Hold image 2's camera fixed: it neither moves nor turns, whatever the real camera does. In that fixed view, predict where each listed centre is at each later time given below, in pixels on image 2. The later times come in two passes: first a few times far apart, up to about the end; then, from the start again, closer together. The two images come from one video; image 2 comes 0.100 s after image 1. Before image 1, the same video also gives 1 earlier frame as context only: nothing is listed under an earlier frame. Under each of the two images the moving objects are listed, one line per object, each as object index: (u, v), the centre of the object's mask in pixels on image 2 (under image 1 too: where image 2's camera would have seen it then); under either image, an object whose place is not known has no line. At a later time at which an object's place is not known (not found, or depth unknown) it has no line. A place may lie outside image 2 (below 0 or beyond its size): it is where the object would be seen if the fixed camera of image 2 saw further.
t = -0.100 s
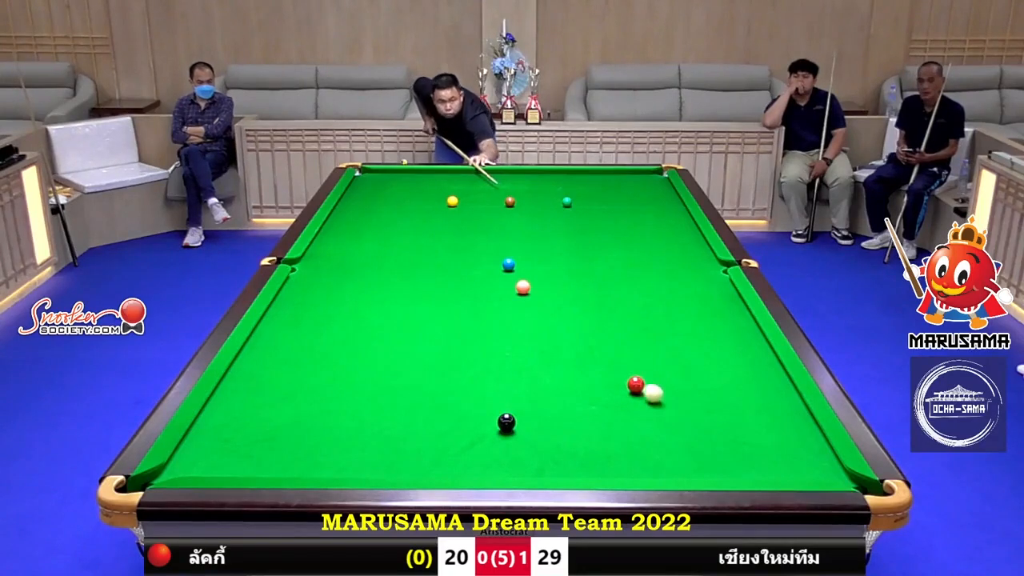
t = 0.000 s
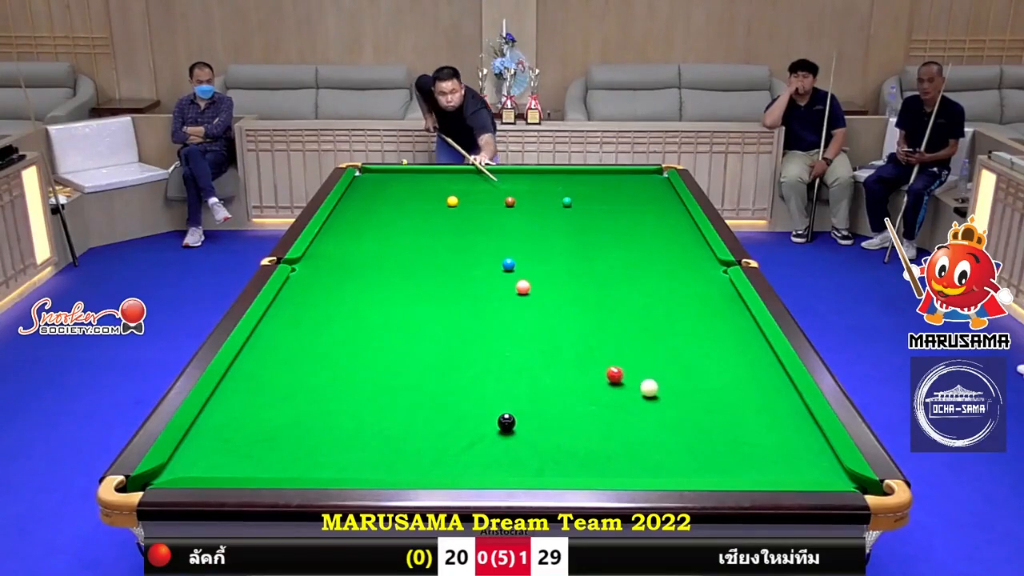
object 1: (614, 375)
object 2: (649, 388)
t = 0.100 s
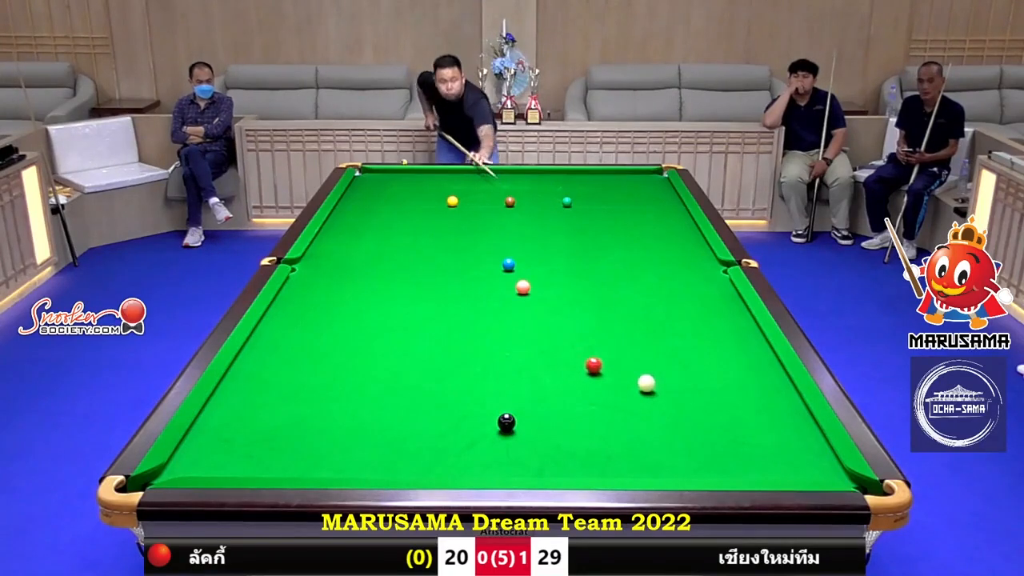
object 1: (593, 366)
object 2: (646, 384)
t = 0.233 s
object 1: (570, 355)
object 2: (642, 377)
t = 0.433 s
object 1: (538, 341)
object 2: (636, 369)
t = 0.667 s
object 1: (507, 327)
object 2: (630, 360)
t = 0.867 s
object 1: (480, 315)
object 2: (625, 353)
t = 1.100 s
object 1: (452, 302)
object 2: (619, 346)
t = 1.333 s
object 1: (426, 290)
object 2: (614, 339)
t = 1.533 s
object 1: (407, 281)
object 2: (609, 334)
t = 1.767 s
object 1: (388, 272)
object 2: (605, 329)
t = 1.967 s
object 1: (371, 265)
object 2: (602, 325)
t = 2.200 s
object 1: (353, 256)
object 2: (598, 321)
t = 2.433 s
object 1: (336, 248)
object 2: (595, 318)
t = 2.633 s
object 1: (323, 242)
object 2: (593, 315)
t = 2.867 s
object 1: (325, 237)
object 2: (590, 313)
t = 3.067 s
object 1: (336, 234)
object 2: (589, 312)
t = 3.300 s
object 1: (347, 229)
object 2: (588, 310)
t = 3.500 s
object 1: (356, 226)
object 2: (587, 309)
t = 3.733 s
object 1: (366, 222)
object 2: (587, 309)
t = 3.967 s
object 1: (374, 220)
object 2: (587, 309)
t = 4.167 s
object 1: (381, 217)
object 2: (587, 309)
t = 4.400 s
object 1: (388, 214)
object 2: (587, 309)
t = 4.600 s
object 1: (393, 212)
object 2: (587, 309)
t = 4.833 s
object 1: (399, 210)
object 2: (587, 309)
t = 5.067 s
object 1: (404, 208)
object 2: (587, 309)
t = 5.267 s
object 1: (407, 208)
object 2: (587, 309)
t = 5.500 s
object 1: (411, 206)
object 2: (587, 309)
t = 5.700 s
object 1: (414, 205)
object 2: (587, 309)
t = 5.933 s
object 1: (417, 204)
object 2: (587, 309)
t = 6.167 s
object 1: (419, 203)
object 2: (587, 309)
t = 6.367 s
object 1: (420, 203)
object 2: (587, 309)
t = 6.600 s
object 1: (421, 202)
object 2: (587, 309)
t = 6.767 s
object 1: (421, 202)
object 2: (587, 309)
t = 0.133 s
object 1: (586, 363)
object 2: (645, 382)
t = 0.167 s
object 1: (583, 361)
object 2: (644, 381)
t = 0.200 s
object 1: (576, 358)
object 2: (643, 379)
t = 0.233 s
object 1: (570, 355)
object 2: (642, 377)
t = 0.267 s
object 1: (566, 354)
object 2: (641, 376)
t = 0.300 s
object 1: (560, 351)
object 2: (640, 374)
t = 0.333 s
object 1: (553, 347)
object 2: (639, 373)
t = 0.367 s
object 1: (550, 346)
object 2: (638, 372)
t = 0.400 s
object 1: (544, 343)
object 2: (637, 370)
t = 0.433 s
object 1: (538, 341)
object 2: (636, 369)
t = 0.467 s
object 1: (535, 339)
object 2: (635, 368)
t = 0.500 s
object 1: (529, 337)
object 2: (634, 366)
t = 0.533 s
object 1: (523, 334)
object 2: (633, 365)
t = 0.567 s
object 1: (520, 333)
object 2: (632, 364)
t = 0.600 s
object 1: (515, 330)
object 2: (631, 363)
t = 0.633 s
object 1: (509, 328)
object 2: (630, 361)
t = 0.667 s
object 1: (507, 327)
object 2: (630, 360)
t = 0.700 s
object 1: (501, 324)
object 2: (629, 359)
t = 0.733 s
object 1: (496, 322)
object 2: (627, 357)
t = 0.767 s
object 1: (493, 320)
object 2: (627, 357)
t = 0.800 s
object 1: (488, 318)
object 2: (626, 355)
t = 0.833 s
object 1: (483, 316)
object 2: (625, 354)
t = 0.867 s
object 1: (480, 315)
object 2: (625, 353)
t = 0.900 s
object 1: (475, 312)
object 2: (624, 352)
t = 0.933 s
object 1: (471, 310)
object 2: (622, 351)
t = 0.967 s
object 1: (468, 309)
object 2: (622, 350)
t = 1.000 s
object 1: (463, 307)
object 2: (621, 349)
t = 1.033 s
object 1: (459, 305)
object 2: (620, 348)
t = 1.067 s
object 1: (456, 304)
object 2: (620, 347)
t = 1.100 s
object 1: (452, 302)
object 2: (619, 346)
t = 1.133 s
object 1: (448, 300)
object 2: (618, 345)
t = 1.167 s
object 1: (446, 299)
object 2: (617, 344)
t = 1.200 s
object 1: (441, 297)
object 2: (617, 343)
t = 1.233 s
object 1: (437, 295)
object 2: (616, 342)
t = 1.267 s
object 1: (435, 294)
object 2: (615, 341)
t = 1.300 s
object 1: (431, 292)
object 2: (614, 340)
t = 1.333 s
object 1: (426, 290)
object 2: (614, 339)
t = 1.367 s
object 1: (425, 289)
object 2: (613, 339)
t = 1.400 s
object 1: (421, 287)
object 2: (612, 338)
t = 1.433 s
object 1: (417, 286)
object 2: (611, 337)
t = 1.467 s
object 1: (415, 285)
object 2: (611, 336)
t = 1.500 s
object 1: (411, 283)
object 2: (610, 335)
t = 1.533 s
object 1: (407, 281)
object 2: (609, 334)
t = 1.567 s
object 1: (405, 280)
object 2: (609, 334)
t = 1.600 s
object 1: (402, 278)
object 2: (608, 333)
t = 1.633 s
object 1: (398, 277)
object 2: (607, 332)
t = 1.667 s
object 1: (396, 276)
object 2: (607, 332)
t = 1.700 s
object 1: (393, 274)
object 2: (606, 331)
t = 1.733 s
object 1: (389, 273)
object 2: (606, 330)
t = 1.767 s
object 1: (388, 272)
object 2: (605, 329)
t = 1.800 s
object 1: (384, 271)
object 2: (605, 329)
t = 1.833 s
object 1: (381, 269)
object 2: (604, 328)
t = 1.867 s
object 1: (379, 268)
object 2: (604, 327)
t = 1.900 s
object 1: (376, 267)
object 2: (603, 327)
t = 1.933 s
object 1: (373, 265)
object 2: (602, 326)
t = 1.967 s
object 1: (371, 265)
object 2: (602, 325)
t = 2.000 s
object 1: (368, 263)
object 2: (601, 325)
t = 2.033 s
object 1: (365, 262)
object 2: (601, 324)
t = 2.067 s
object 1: (363, 261)
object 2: (600, 324)
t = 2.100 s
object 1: (361, 260)
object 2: (600, 323)
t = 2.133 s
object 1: (357, 258)
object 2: (599, 322)
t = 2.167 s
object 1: (356, 257)
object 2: (599, 322)
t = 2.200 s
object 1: (353, 256)
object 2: (598, 321)
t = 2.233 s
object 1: (350, 255)
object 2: (598, 321)
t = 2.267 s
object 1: (349, 254)
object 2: (597, 320)
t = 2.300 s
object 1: (346, 253)
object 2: (597, 320)
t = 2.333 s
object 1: (343, 252)
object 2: (596, 319)
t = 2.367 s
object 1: (342, 251)
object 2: (596, 319)
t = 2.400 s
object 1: (339, 250)
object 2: (595, 318)
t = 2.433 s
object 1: (336, 248)
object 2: (595, 318)
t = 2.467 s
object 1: (335, 248)
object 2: (595, 318)
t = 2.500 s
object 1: (332, 246)
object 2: (594, 317)
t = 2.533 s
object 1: (330, 245)
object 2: (594, 317)
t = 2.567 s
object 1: (328, 245)
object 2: (593, 316)
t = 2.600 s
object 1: (326, 244)
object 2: (593, 316)
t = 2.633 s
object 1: (323, 242)
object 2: (593, 315)
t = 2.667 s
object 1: (322, 242)
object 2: (592, 315)
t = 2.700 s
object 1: (320, 241)
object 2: (592, 315)
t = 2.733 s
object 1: (318, 239)
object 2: (591, 314)
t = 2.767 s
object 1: (318, 239)
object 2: (591, 314)
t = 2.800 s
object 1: (321, 238)
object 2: (591, 314)
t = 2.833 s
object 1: (323, 238)
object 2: (591, 313)
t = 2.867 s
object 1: (325, 237)
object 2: (590, 313)
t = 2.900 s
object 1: (327, 237)
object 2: (590, 313)
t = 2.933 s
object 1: (329, 236)
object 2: (590, 312)
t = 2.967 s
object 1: (330, 235)
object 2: (590, 312)
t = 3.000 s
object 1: (332, 235)
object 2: (589, 312)
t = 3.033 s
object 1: (335, 234)
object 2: (589, 312)
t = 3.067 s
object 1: (336, 234)
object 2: (589, 312)
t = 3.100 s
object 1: (338, 233)
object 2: (589, 311)
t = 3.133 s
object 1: (340, 232)
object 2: (589, 311)
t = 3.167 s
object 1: (341, 232)
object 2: (588, 311)
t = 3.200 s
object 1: (343, 231)
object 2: (588, 311)
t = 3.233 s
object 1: (345, 230)
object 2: (588, 310)
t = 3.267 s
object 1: (346, 230)
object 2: (588, 310)
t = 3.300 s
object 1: (347, 229)
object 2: (588, 310)
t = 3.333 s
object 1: (349, 229)
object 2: (588, 310)
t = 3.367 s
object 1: (350, 228)
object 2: (587, 310)
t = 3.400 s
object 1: (352, 228)
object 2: (587, 310)
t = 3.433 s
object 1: (354, 227)
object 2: (587, 310)
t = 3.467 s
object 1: (355, 227)
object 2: (587, 310)
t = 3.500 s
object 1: (356, 226)
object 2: (587, 309)
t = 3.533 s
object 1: (358, 226)
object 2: (587, 310)
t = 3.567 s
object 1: (359, 225)
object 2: (587, 309)
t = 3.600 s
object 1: (360, 225)
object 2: (587, 309)
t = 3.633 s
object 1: (362, 224)
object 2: (587, 309)
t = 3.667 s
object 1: (363, 224)
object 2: (587, 309)
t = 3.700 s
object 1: (364, 223)
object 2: (587, 309)
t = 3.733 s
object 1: (366, 222)
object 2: (587, 309)
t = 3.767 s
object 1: (367, 222)
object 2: (587, 309)
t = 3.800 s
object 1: (368, 222)
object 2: (587, 309)
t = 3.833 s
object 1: (370, 221)
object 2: (587, 309)
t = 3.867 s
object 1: (370, 221)
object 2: (587, 309)
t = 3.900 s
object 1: (372, 220)
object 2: (587, 309)
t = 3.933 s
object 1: (373, 220)
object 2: (587, 309)
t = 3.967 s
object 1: (374, 220)
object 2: (587, 309)
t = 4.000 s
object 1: (375, 219)
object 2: (587, 309)
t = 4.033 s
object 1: (377, 218)
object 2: (587, 309)
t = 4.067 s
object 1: (377, 218)
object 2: (587, 309)
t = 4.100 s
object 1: (379, 218)
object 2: (587, 309)
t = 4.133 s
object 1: (380, 217)
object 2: (587, 309)
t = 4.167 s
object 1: (381, 217)
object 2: (587, 309)
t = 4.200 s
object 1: (382, 217)
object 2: (587, 309)
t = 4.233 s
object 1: (383, 216)
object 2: (587, 309)
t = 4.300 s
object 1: (385, 216)
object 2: (587, 309)
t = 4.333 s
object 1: (386, 215)
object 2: (587, 309)
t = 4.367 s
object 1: (386, 215)
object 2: (587, 309)
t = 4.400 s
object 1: (388, 214)
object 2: (587, 309)
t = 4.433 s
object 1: (389, 214)
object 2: (587, 309)
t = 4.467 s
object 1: (389, 214)
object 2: (587, 309)
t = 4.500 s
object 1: (390, 213)
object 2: (587, 309)
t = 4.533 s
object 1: (392, 213)
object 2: (587, 309)
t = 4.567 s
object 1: (392, 213)
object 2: (587, 309)
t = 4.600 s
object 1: (393, 212)
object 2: (587, 309)
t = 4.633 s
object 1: (394, 212)
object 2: (587, 309)
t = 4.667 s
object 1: (395, 212)
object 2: (587, 309)
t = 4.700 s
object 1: (396, 212)
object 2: (587, 309)
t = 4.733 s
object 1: (397, 211)
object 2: (587, 309)
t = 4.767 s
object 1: (397, 211)
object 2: (587, 309)
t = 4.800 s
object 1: (398, 211)
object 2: (587, 309)
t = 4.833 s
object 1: (399, 210)
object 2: (587, 309)
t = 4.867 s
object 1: (400, 210)
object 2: (587, 309)
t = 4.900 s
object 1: (400, 210)
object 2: (587, 309)
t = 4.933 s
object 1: (401, 210)
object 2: (587, 309)
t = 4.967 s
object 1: (402, 209)
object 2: (587, 309)
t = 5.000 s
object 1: (402, 209)
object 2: (587, 309)
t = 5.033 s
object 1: (403, 209)
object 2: (587, 309)
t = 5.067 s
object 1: (404, 208)
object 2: (587, 309)
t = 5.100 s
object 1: (405, 208)
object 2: (587, 309)
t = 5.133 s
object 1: (405, 208)
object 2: (587, 309)
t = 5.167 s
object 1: (406, 208)
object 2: (587, 309)
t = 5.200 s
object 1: (406, 208)
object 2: (587, 309)
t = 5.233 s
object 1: (407, 208)
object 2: (587, 309)
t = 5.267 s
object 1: (407, 208)
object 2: (587, 309)
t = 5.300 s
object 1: (408, 207)
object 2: (587, 309)
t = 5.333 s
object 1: (409, 207)
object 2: (587, 309)
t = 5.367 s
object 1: (409, 207)
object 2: (587, 309)
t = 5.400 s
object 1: (410, 207)
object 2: (587, 309)
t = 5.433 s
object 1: (411, 206)
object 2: (587, 309)
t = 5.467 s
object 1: (411, 206)
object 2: (587, 309)
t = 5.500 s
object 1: (411, 206)
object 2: (587, 309)
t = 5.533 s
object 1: (412, 206)
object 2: (587, 309)
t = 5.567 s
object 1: (412, 205)
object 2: (587, 309)
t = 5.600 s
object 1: (413, 205)
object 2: (587, 309)
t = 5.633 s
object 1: (413, 205)
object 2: (587, 309)
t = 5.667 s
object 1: (414, 205)
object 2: (587, 309)
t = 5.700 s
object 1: (414, 205)
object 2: (587, 309)
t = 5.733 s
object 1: (415, 205)
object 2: (587, 309)
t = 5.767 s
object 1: (415, 204)
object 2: (587, 309)
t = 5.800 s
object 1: (415, 204)
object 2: (587, 309)
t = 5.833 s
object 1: (416, 204)
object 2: (587, 309)
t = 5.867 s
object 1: (416, 204)
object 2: (587, 309)
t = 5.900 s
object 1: (416, 204)
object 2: (587, 309)
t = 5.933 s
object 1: (417, 204)
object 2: (587, 309)
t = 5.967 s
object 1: (417, 204)
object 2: (587, 309)
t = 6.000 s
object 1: (417, 204)
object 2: (587, 309)
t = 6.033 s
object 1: (418, 203)
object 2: (587, 309)
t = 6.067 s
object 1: (418, 203)
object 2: (587, 309)
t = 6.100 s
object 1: (418, 203)
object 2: (587, 309)
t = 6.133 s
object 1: (419, 203)
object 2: (587, 309)
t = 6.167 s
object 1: (419, 203)
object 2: (587, 309)
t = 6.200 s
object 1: (419, 203)
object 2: (587, 309)
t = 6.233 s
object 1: (419, 203)
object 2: (587, 309)
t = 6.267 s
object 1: (419, 203)
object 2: (587, 309)
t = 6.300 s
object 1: (420, 203)
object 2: (587, 309)
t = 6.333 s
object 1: (420, 203)
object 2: (587, 309)
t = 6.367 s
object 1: (420, 203)
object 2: (587, 309)
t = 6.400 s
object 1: (420, 203)
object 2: (587, 309)
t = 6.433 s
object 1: (420, 203)
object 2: (587, 309)
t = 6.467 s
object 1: (420, 203)
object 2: (587, 309)
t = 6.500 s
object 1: (421, 203)
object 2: (587, 309)
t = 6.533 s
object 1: (421, 203)
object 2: (587, 309)
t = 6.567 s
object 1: (421, 202)
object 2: (587, 309)
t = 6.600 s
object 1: (421, 202)
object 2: (587, 309)
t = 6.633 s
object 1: (421, 202)
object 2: (587, 309)
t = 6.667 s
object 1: (421, 202)
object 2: (587, 309)
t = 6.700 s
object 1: (421, 202)
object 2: (587, 309)
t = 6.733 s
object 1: (421, 202)
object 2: (587, 309)
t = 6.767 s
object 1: (421, 202)
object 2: (587, 309)
